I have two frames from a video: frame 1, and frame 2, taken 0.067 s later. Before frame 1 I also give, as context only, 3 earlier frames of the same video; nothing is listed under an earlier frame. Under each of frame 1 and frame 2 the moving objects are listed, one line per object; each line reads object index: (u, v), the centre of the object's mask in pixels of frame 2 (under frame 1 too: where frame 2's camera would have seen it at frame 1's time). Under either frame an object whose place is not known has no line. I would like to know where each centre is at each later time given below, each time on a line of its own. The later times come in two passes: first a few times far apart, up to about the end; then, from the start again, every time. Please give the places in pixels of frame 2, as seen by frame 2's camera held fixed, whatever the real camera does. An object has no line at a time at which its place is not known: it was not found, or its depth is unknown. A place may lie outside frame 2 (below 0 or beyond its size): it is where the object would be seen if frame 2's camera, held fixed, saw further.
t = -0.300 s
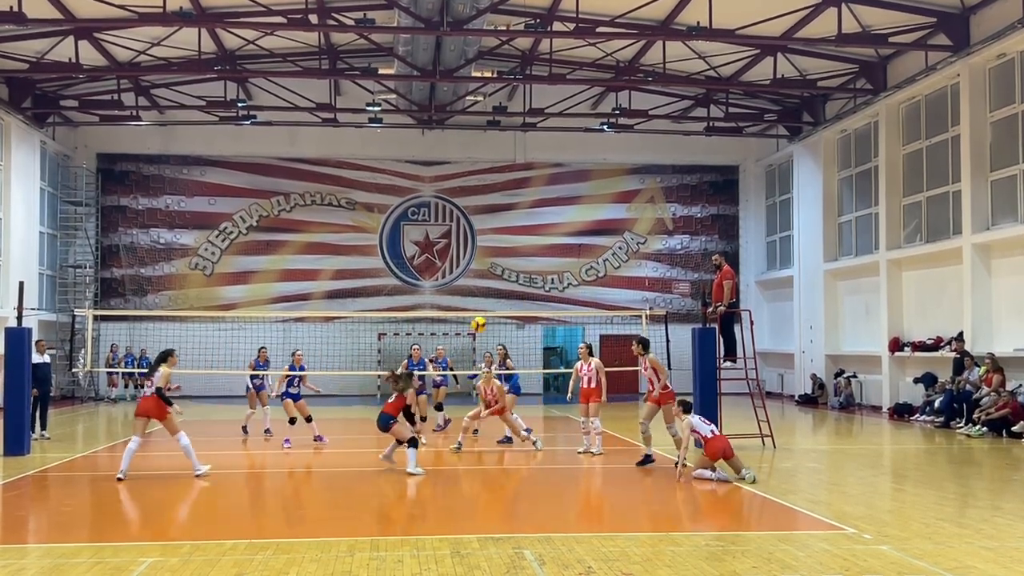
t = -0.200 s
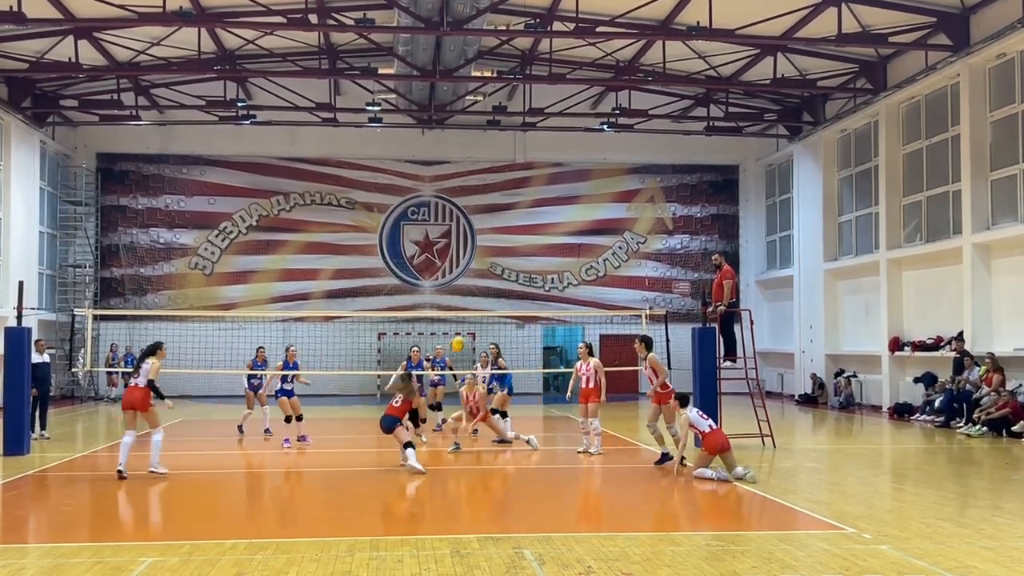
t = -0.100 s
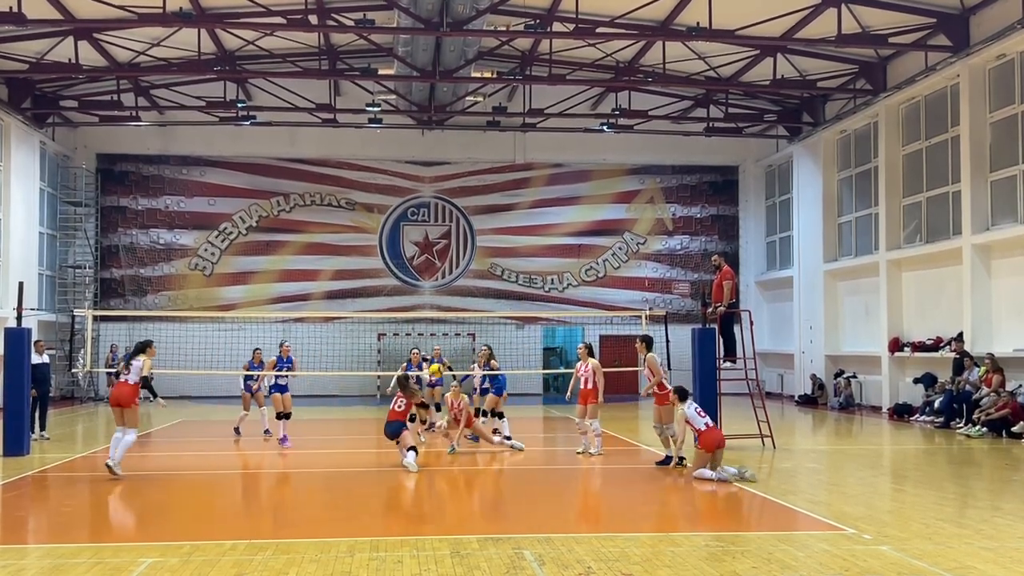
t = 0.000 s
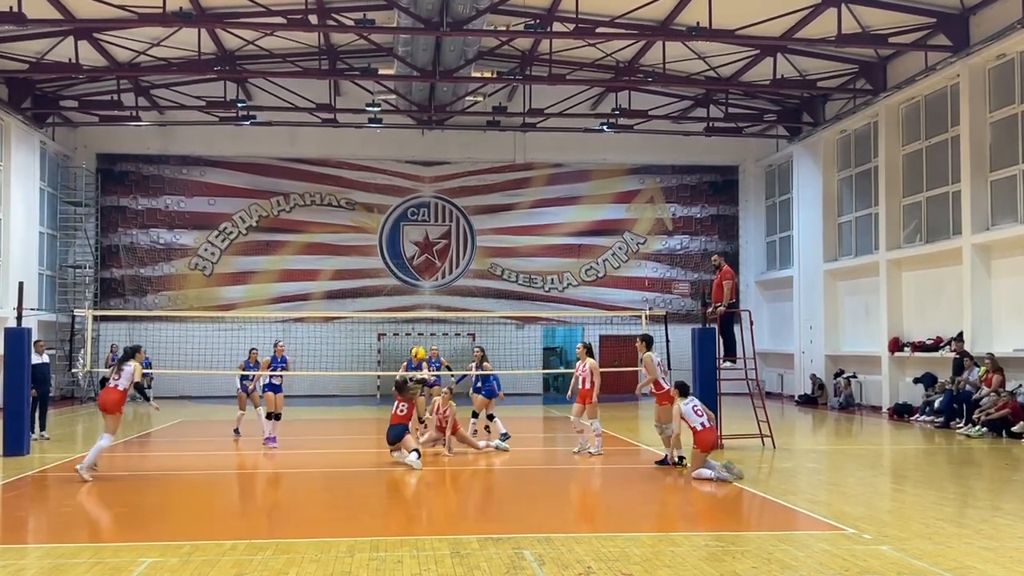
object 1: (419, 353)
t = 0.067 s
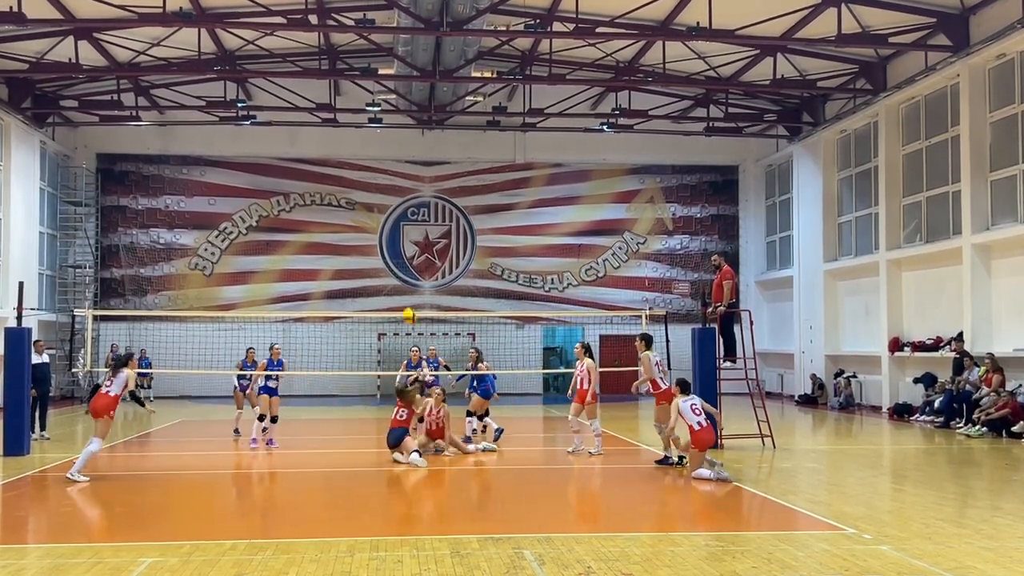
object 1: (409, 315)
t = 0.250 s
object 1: (382, 231)
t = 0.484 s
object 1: (347, 156)
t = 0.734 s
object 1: (309, 117)
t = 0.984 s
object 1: (270, 119)
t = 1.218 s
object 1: (234, 162)
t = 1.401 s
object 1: (207, 221)
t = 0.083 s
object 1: (407, 307)
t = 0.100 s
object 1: (404, 299)
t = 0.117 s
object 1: (402, 290)
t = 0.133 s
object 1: (400, 283)
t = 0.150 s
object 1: (397, 275)
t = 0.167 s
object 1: (395, 267)
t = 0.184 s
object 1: (392, 260)
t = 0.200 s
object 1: (389, 252)
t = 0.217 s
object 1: (387, 245)
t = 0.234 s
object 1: (385, 238)
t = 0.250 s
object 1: (382, 231)
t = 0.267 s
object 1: (380, 224)
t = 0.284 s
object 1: (378, 217)
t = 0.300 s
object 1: (375, 212)
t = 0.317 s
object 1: (373, 206)
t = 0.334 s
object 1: (370, 201)
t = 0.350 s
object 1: (367, 194)
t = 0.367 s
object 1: (364, 189)
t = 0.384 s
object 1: (362, 184)
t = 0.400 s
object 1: (360, 179)
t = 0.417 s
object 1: (357, 174)
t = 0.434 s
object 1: (355, 169)
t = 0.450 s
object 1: (353, 164)
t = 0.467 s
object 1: (350, 161)
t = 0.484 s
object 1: (347, 156)
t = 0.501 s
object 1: (345, 152)
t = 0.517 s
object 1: (342, 148)
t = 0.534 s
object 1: (339, 145)
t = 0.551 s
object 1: (337, 141)
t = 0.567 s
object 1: (335, 138)
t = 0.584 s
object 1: (332, 135)
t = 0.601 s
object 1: (330, 133)
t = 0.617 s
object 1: (327, 130)
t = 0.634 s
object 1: (325, 128)
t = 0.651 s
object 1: (322, 125)
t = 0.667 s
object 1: (320, 123)
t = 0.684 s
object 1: (317, 121)
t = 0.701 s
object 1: (314, 120)
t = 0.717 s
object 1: (312, 118)
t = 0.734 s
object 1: (309, 117)
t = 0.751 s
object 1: (306, 115)
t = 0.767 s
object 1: (304, 114)
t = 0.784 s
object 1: (301, 113)
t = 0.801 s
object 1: (299, 113)
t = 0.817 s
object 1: (296, 113)
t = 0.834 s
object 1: (294, 112)
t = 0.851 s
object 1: (291, 112)
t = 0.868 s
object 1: (288, 112)
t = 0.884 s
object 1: (286, 113)
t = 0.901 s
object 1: (283, 114)
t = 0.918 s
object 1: (280, 115)
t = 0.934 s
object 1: (278, 116)
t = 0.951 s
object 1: (275, 117)
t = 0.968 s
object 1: (273, 118)
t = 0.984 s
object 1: (270, 119)
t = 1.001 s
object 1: (268, 121)
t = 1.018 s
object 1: (265, 123)
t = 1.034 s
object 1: (263, 125)
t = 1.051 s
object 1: (260, 127)
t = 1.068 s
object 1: (257, 129)
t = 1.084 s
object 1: (255, 133)
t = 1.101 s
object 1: (252, 136)
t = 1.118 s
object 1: (250, 138)
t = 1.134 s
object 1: (247, 142)
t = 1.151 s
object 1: (244, 145)
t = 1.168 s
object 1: (242, 149)
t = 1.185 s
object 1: (239, 153)
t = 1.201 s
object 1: (237, 157)
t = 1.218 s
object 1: (234, 162)
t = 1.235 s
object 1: (232, 165)
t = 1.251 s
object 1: (230, 170)
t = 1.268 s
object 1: (226, 175)
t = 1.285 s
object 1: (223, 181)
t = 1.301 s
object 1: (221, 186)
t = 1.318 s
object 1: (219, 191)
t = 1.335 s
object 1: (216, 197)
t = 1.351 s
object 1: (214, 202)
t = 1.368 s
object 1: (211, 209)
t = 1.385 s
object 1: (209, 215)
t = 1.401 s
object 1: (207, 221)
